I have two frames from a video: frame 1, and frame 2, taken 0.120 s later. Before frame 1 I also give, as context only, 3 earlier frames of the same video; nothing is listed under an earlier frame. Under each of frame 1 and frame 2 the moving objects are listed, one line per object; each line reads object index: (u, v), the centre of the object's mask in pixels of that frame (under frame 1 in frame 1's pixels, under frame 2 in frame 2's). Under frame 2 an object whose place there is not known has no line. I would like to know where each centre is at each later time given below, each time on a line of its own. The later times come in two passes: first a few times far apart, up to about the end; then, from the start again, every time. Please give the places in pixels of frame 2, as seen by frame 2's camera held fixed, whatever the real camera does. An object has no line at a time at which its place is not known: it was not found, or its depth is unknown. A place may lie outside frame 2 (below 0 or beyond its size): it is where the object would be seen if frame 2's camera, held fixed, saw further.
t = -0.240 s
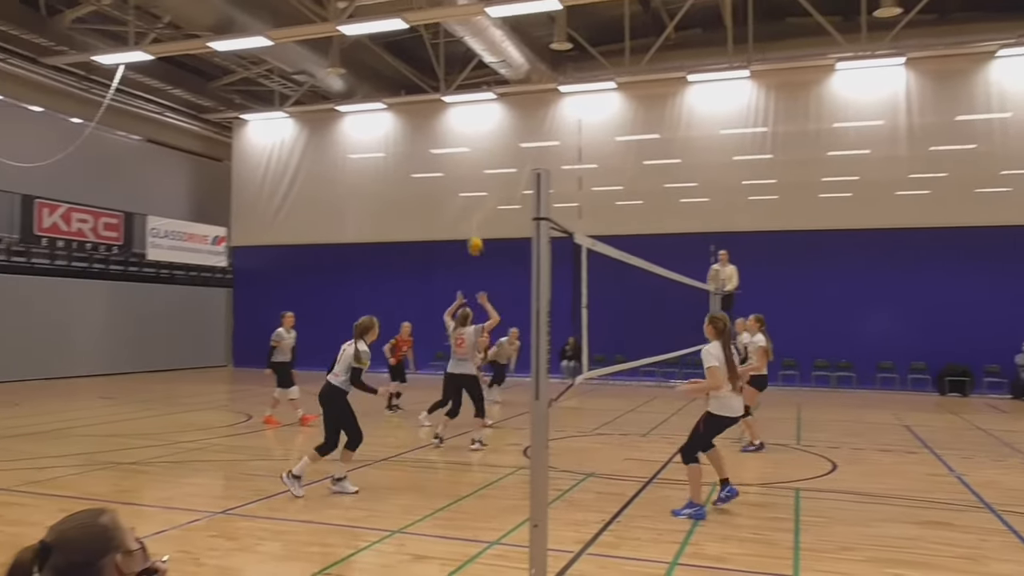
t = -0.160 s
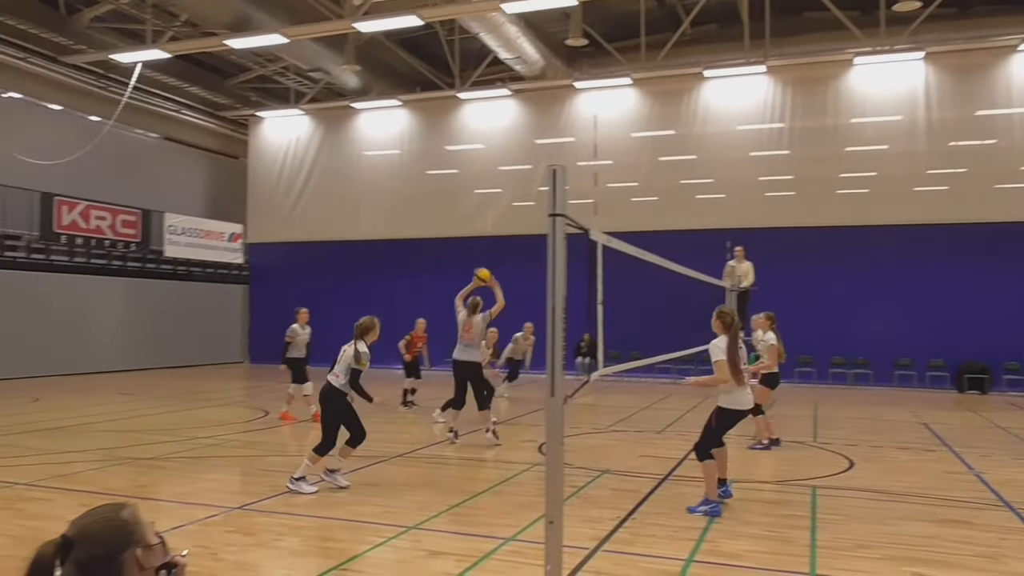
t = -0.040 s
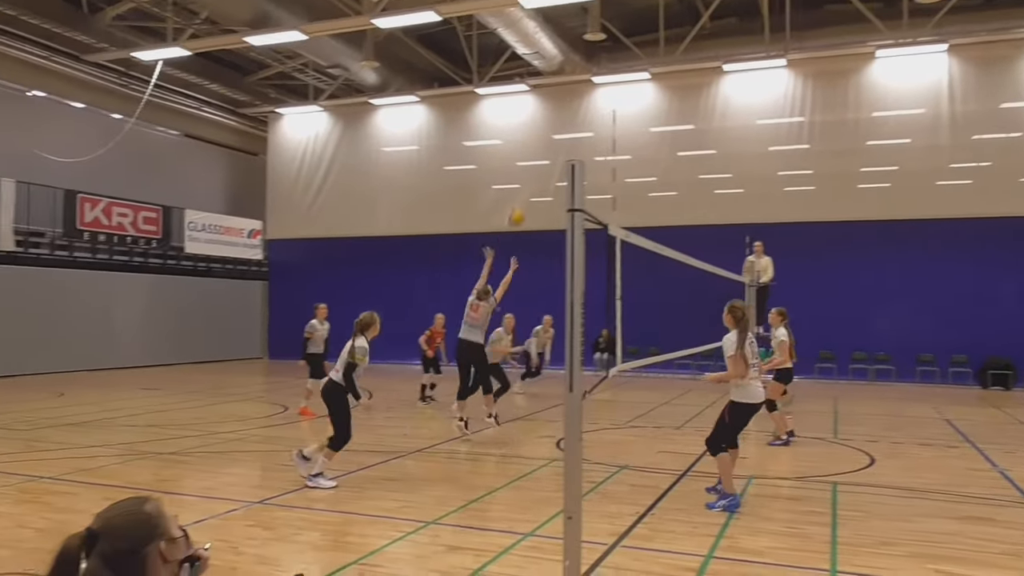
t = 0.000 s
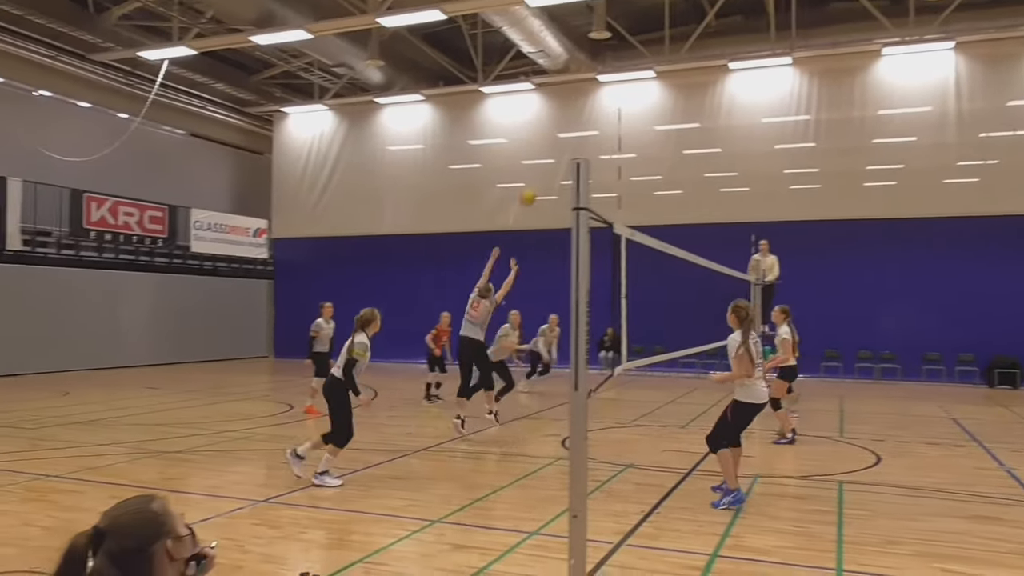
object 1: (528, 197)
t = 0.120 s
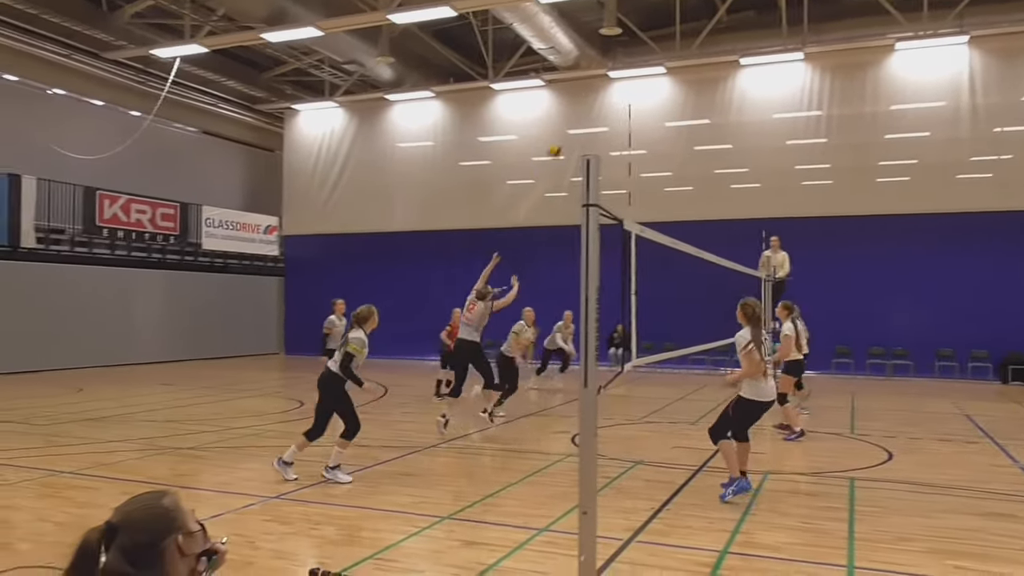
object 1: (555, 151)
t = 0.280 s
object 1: (573, 115)
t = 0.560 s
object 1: (600, 98)
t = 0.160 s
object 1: (559, 140)
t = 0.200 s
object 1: (564, 130)
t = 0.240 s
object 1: (569, 122)
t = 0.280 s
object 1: (573, 115)
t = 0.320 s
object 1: (578, 109)
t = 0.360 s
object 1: (583, 105)
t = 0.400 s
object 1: (586, 101)
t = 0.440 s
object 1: (590, 99)
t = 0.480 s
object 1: (593, 97)
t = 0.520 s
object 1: (597, 97)
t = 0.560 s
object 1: (600, 98)
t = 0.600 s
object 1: (602, 100)
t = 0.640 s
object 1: (605, 103)
